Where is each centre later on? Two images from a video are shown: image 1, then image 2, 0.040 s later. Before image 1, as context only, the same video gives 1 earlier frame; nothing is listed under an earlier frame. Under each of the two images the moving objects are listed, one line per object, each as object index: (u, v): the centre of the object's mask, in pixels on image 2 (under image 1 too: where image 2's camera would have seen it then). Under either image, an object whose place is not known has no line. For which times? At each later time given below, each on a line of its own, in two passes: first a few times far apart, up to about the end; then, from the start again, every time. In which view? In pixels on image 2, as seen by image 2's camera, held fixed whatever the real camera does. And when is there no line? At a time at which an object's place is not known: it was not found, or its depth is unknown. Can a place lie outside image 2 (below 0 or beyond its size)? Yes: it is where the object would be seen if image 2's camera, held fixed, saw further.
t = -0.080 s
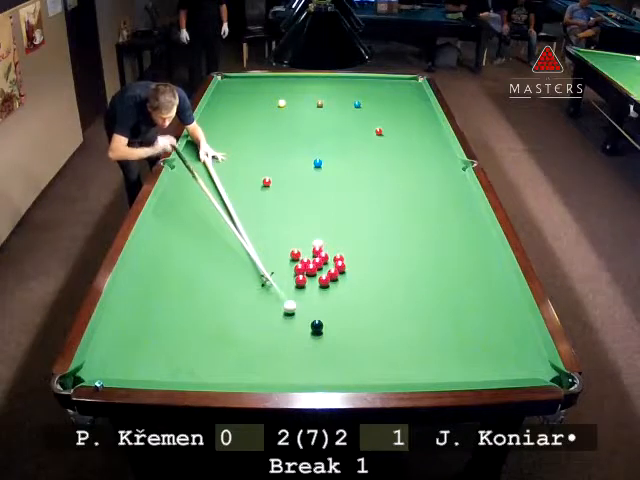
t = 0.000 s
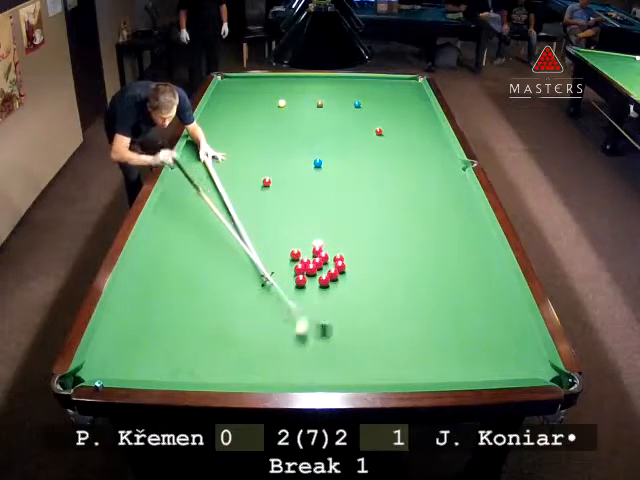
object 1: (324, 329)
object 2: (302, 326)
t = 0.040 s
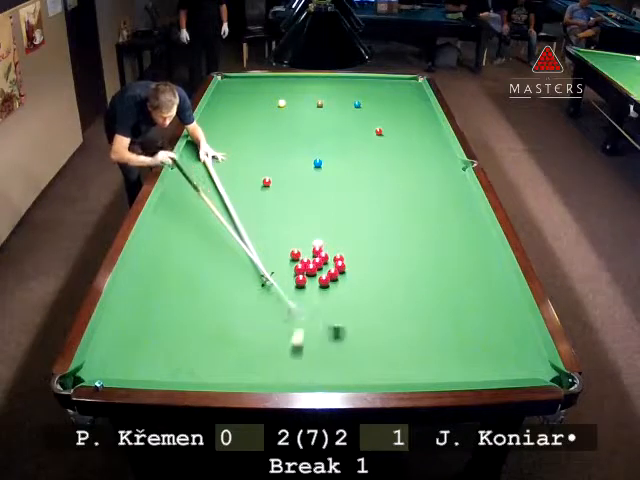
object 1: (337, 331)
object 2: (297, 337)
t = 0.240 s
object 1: (391, 341)
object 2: (291, 365)
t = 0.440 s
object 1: (442, 348)
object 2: (296, 330)
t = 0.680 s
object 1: (502, 357)
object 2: (301, 297)
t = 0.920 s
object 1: (536, 368)
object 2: (309, 284)
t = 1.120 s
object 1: (514, 371)
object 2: (312, 281)
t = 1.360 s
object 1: (488, 363)
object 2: (312, 278)
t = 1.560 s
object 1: (465, 354)
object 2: (312, 276)
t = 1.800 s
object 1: (440, 345)
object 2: (312, 276)
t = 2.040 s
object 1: (416, 336)
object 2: (312, 276)
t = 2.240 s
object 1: (398, 330)
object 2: (312, 276)
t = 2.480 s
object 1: (378, 322)
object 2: (312, 276)
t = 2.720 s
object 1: (360, 315)
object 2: (312, 276)
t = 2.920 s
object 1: (346, 310)
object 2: (312, 276)
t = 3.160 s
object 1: (330, 305)
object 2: (312, 276)
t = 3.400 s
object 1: (317, 300)
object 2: (312, 276)
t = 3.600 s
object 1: (306, 297)
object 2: (312, 276)
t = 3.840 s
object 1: (295, 294)
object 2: (312, 276)
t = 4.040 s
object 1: (287, 292)
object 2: (312, 276)
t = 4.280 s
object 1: (278, 289)
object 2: (312, 276)
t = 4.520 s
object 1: (271, 287)
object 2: (312, 276)
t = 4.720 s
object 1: (266, 285)
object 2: (312, 276)
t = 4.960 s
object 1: (261, 284)
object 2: (312, 276)
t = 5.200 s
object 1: (258, 283)
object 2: (312, 276)
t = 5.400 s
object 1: (256, 282)
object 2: (312, 276)
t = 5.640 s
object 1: (255, 282)
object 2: (312, 276)
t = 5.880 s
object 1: (254, 282)
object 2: (312, 276)
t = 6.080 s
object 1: (254, 282)
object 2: (312, 276)
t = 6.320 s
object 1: (254, 282)
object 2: (312, 276)
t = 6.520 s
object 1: (254, 282)
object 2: (312, 276)
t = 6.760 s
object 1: (254, 282)
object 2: (312, 276)
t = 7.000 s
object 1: (254, 282)
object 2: (312, 276)
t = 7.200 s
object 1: (254, 282)
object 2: (312, 276)
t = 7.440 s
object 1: (254, 282)
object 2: (312, 276)
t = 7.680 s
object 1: (254, 282)
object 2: (312, 276)
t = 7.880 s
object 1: (254, 282)
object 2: (312, 276)
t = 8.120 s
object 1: (254, 282)
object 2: (312, 276)
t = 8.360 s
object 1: (254, 282)
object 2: (312, 276)
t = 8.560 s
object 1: (254, 282)
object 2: (312, 276)
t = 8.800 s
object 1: (254, 282)
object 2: (312, 276)
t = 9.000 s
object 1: (254, 282)
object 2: (312, 276)
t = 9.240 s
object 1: (254, 282)
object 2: (312, 276)
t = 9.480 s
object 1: (254, 282)
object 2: (312, 276)
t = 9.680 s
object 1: (254, 282)
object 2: (312, 276)
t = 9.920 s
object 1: (254, 282)
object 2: (312, 276)
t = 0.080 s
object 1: (349, 334)
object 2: (294, 349)
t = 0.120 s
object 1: (360, 335)
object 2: (292, 360)
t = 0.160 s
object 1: (371, 337)
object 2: (289, 371)
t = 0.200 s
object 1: (382, 340)
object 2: (289, 372)
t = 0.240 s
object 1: (391, 341)
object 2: (291, 365)
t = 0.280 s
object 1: (402, 343)
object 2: (292, 357)
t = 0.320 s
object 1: (412, 343)
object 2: (293, 350)
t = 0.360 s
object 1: (422, 345)
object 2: (294, 343)
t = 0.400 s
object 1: (432, 346)
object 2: (295, 337)
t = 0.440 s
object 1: (442, 348)
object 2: (296, 330)
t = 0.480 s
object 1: (453, 350)
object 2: (297, 324)
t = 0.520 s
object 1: (462, 350)
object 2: (297, 318)
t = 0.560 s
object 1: (472, 353)
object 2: (298, 312)
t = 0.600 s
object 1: (482, 354)
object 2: (299, 307)
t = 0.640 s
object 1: (492, 355)
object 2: (300, 302)
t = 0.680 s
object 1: (502, 357)
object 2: (301, 297)
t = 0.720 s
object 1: (511, 359)
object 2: (302, 291)
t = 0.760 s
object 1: (521, 360)
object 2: (302, 288)
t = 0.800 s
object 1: (531, 362)
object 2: (304, 287)
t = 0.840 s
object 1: (540, 363)
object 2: (306, 286)
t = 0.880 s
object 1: (541, 365)
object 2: (308, 286)
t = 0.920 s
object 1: (536, 368)
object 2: (309, 284)
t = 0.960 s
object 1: (532, 369)
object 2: (311, 283)
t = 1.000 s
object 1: (528, 371)
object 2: (312, 282)
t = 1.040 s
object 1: (523, 372)
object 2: (312, 282)
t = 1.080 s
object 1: (519, 371)
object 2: (312, 281)
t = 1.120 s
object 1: (514, 371)
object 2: (312, 281)
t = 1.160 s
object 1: (510, 370)
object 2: (312, 280)
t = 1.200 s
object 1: (506, 369)
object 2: (312, 279)
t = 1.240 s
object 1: (502, 368)
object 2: (312, 279)
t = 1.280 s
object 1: (497, 366)
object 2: (312, 279)
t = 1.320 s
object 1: (493, 365)
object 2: (312, 278)
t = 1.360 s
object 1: (488, 363)
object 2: (312, 278)
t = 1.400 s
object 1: (483, 361)
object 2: (312, 278)
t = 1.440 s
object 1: (479, 359)
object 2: (312, 277)
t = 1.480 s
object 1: (474, 357)
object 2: (312, 277)
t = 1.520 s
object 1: (470, 356)
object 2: (312, 276)
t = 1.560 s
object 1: (465, 354)
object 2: (312, 276)
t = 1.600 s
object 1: (461, 353)
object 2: (312, 276)
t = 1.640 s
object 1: (457, 351)
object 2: (312, 276)
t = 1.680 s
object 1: (452, 350)
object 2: (312, 276)
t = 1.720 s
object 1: (448, 347)
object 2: (312, 276)
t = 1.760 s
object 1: (444, 346)
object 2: (312, 276)
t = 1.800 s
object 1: (440, 345)
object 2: (312, 276)
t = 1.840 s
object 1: (435, 343)
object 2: (312, 276)
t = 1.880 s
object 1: (431, 341)
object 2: (312, 276)
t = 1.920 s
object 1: (428, 340)
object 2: (312, 276)
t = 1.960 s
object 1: (424, 339)
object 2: (312, 276)
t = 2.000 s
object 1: (420, 337)
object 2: (312, 276)
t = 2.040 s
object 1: (416, 336)
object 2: (312, 276)
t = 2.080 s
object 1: (413, 335)
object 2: (312, 276)
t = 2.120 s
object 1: (409, 333)
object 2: (312, 276)
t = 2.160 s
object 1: (405, 332)
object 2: (312, 276)
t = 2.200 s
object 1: (402, 331)
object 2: (312, 276)
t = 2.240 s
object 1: (398, 330)
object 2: (312, 276)
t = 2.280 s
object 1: (394, 328)
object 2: (312, 276)
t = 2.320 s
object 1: (391, 327)
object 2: (312, 276)
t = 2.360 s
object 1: (388, 326)
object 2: (312, 276)
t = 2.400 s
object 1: (384, 325)
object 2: (312, 276)
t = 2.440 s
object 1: (381, 323)
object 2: (312, 276)
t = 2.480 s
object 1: (378, 322)
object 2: (312, 276)
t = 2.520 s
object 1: (375, 321)
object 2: (312, 276)
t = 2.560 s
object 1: (371, 320)
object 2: (312, 276)
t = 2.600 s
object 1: (369, 318)
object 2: (312, 276)
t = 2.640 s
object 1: (365, 317)
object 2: (312, 276)
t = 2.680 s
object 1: (362, 316)
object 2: (312, 276)
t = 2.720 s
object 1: (360, 315)
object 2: (312, 276)
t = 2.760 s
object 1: (357, 314)
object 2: (312, 276)
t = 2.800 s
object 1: (354, 313)
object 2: (312, 276)
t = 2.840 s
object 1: (351, 312)
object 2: (312, 276)
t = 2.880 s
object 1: (348, 311)
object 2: (312, 276)
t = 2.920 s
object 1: (346, 310)
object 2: (312, 276)
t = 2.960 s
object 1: (343, 309)
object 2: (312, 276)
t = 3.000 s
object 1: (341, 308)
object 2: (312, 276)
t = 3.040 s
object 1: (338, 307)
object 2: (312, 276)
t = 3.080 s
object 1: (335, 307)
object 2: (312, 276)
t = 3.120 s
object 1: (333, 306)
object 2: (312, 276)
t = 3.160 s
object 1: (330, 305)
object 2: (312, 276)
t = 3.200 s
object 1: (328, 304)
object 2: (312, 276)
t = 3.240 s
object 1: (326, 303)
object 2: (312, 276)
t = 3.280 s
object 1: (323, 303)
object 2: (312, 276)
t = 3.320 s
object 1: (321, 302)
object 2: (312, 276)
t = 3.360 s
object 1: (319, 301)
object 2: (312, 276)
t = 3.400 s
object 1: (317, 300)
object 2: (312, 276)
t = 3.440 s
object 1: (314, 300)
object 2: (312, 276)
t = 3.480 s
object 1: (312, 299)
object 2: (312, 276)
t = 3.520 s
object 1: (310, 298)
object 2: (312, 276)
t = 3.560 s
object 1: (308, 298)
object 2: (312, 276)
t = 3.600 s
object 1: (306, 297)
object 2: (312, 276)
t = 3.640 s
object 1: (304, 296)
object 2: (312, 276)
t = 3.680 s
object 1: (302, 296)
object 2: (312, 276)
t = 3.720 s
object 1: (301, 295)
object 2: (312, 276)
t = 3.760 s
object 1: (299, 295)
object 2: (312, 276)
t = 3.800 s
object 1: (297, 295)
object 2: (312, 276)
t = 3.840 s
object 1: (295, 294)
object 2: (312, 276)
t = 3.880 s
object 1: (293, 293)
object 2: (312, 276)
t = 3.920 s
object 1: (292, 293)
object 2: (312, 276)
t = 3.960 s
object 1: (290, 293)
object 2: (312, 276)
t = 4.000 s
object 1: (288, 292)
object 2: (312, 276)
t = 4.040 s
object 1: (287, 292)
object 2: (312, 276)
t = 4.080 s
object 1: (285, 291)
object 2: (312, 276)
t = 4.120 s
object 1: (284, 291)
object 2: (312, 276)
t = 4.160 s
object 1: (282, 290)
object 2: (312, 276)
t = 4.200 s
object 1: (281, 290)
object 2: (312, 276)
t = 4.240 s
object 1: (280, 289)
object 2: (312, 276)
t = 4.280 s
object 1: (278, 289)
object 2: (312, 276)
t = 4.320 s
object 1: (277, 288)
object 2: (312, 276)
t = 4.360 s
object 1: (276, 288)
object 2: (312, 276)
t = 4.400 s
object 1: (274, 288)
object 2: (312, 276)
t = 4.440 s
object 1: (273, 288)
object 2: (312, 276)
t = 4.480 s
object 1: (272, 287)
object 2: (312, 276)
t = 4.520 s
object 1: (271, 287)
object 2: (312, 276)
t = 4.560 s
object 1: (270, 286)
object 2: (312, 276)
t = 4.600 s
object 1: (269, 286)
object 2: (312, 276)
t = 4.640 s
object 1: (268, 286)
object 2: (312, 276)
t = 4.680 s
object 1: (267, 286)
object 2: (312, 276)
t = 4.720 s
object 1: (266, 285)
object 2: (312, 276)
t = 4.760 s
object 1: (265, 285)
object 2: (312, 276)
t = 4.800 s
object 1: (264, 285)
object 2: (312, 276)
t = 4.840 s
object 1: (263, 285)
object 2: (312, 276)
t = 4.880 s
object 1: (263, 284)
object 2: (312, 276)
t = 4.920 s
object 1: (262, 284)
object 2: (312, 276)
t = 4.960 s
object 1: (261, 284)
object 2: (312, 276)
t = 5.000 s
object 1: (260, 284)
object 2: (312, 276)
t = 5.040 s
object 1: (260, 284)
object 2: (312, 276)
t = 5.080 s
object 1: (259, 284)
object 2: (312, 276)
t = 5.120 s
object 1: (259, 283)
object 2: (312, 276)
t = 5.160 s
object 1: (258, 283)
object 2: (312, 276)
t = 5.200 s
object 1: (258, 283)
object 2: (312, 276)
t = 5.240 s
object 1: (257, 283)
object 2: (312, 276)
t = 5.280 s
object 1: (257, 283)
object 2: (312, 276)
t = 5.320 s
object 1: (257, 283)
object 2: (312, 276)
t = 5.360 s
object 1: (256, 283)
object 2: (312, 276)
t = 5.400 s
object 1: (256, 282)
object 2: (312, 276)
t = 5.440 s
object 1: (255, 282)
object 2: (312, 276)
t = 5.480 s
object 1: (255, 282)
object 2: (312, 276)
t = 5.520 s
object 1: (255, 282)
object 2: (312, 276)
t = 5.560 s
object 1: (255, 282)
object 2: (312, 276)
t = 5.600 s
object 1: (255, 282)
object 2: (312, 276)
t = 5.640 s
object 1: (255, 282)
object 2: (312, 276)
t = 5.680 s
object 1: (254, 282)
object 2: (312, 276)
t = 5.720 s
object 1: (254, 282)
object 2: (312, 276)
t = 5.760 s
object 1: (254, 282)
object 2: (312, 276)
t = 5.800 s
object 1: (254, 282)
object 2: (312, 276)
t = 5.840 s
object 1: (254, 282)
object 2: (312, 276)
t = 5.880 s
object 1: (254, 282)
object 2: (312, 276)
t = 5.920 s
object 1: (254, 282)
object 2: (312, 276)
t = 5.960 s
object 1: (254, 282)
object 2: (312, 276)
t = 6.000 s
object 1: (254, 282)
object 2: (312, 276)
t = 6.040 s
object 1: (254, 282)
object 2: (312, 276)
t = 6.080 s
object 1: (254, 282)
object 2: (312, 276)
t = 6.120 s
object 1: (254, 282)
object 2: (312, 276)
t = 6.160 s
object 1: (254, 282)
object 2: (312, 276)
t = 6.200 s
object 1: (254, 282)
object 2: (312, 276)
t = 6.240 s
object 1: (254, 282)
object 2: (312, 276)
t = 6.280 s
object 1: (254, 282)
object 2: (312, 276)
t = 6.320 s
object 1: (254, 282)
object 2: (312, 276)
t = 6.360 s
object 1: (254, 282)
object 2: (312, 276)
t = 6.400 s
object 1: (254, 282)
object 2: (312, 276)
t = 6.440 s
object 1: (254, 282)
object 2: (312, 276)
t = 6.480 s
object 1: (254, 282)
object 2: (312, 276)
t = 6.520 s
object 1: (254, 282)
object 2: (312, 276)
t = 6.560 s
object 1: (254, 282)
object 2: (312, 276)
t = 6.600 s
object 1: (254, 282)
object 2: (312, 276)
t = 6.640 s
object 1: (254, 282)
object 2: (312, 276)
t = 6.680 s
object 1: (254, 282)
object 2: (312, 276)
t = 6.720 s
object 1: (254, 282)
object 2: (312, 276)
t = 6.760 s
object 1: (254, 282)
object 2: (312, 276)
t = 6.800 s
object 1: (254, 282)
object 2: (312, 276)
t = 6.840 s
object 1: (254, 282)
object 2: (312, 276)
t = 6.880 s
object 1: (254, 282)
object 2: (312, 276)
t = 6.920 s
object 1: (254, 282)
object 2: (312, 276)
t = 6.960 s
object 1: (254, 282)
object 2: (312, 276)
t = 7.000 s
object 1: (254, 282)
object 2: (312, 276)
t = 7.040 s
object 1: (254, 282)
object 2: (312, 276)
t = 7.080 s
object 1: (254, 282)
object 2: (312, 276)
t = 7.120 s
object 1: (254, 282)
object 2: (312, 276)
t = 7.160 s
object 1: (254, 282)
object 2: (312, 276)
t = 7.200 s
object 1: (254, 282)
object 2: (312, 276)
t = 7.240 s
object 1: (254, 282)
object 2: (312, 276)
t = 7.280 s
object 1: (254, 282)
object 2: (312, 276)
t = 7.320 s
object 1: (254, 282)
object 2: (312, 276)
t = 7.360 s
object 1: (254, 282)
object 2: (312, 276)
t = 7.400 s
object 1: (254, 282)
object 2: (312, 276)
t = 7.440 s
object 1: (254, 282)
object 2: (312, 276)
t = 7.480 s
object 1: (254, 282)
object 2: (312, 276)
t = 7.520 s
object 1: (254, 282)
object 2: (312, 276)
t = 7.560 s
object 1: (254, 282)
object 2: (312, 276)
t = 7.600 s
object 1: (254, 282)
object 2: (312, 276)
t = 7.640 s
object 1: (254, 282)
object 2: (312, 276)
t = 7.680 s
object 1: (254, 282)
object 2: (312, 276)
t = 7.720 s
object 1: (254, 282)
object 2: (312, 276)
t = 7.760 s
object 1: (254, 282)
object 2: (312, 276)
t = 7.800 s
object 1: (254, 282)
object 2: (312, 276)
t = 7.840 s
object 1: (254, 282)
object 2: (312, 276)
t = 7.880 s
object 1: (254, 282)
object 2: (312, 276)
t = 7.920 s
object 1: (254, 282)
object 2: (312, 276)
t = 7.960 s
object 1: (254, 282)
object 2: (312, 276)
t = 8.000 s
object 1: (254, 282)
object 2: (312, 276)
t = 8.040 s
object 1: (254, 282)
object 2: (312, 276)
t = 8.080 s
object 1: (254, 282)
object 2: (312, 276)
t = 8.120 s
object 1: (254, 282)
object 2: (312, 276)
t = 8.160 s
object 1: (254, 282)
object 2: (312, 276)
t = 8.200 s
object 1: (254, 282)
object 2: (312, 276)
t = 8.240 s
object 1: (254, 282)
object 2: (312, 276)
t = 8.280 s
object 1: (254, 282)
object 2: (312, 276)
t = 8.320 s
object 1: (254, 282)
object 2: (312, 276)
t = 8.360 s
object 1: (254, 282)
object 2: (312, 276)
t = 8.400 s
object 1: (254, 282)
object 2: (312, 276)
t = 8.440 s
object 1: (254, 282)
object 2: (312, 276)
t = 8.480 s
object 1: (254, 282)
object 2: (312, 276)
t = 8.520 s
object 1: (254, 282)
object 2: (312, 276)
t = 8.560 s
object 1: (254, 282)
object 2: (312, 276)
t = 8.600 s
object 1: (254, 282)
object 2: (312, 276)
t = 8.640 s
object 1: (254, 282)
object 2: (312, 276)
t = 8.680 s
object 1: (254, 282)
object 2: (312, 276)
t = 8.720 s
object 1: (254, 282)
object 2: (312, 276)
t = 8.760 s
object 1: (254, 282)
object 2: (312, 276)
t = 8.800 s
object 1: (254, 282)
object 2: (312, 276)
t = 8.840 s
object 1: (254, 282)
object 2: (312, 276)
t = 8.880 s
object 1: (254, 282)
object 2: (312, 276)
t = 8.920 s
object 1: (254, 282)
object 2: (312, 276)
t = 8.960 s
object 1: (254, 282)
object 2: (312, 276)
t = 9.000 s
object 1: (254, 282)
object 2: (312, 276)
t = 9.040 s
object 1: (254, 282)
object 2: (312, 276)
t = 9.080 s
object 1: (254, 282)
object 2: (312, 276)
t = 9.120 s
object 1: (254, 282)
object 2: (312, 276)
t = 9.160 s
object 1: (254, 282)
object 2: (312, 276)
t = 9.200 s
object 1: (254, 282)
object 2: (312, 276)
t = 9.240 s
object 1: (254, 282)
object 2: (312, 276)
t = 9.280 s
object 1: (254, 282)
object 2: (312, 276)
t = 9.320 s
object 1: (254, 282)
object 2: (312, 276)
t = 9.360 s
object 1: (254, 282)
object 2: (312, 276)
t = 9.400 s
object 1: (254, 282)
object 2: (312, 276)
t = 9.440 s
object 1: (254, 282)
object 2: (312, 276)
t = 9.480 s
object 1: (254, 282)
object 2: (312, 276)
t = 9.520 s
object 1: (254, 282)
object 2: (312, 276)
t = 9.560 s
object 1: (254, 282)
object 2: (312, 276)
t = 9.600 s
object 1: (254, 282)
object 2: (312, 276)
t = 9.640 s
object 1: (254, 282)
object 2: (312, 276)
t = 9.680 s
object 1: (254, 282)
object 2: (312, 276)
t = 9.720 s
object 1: (254, 282)
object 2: (312, 276)
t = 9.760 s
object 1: (254, 282)
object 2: (312, 276)
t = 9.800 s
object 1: (254, 282)
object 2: (312, 276)
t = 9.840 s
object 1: (254, 282)
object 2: (312, 276)
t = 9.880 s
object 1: (254, 282)
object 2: (312, 276)
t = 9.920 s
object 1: (254, 282)
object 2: (312, 276)
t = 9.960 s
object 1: (254, 282)
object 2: (312, 276)
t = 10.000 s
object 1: (254, 282)
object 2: (312, 276)
